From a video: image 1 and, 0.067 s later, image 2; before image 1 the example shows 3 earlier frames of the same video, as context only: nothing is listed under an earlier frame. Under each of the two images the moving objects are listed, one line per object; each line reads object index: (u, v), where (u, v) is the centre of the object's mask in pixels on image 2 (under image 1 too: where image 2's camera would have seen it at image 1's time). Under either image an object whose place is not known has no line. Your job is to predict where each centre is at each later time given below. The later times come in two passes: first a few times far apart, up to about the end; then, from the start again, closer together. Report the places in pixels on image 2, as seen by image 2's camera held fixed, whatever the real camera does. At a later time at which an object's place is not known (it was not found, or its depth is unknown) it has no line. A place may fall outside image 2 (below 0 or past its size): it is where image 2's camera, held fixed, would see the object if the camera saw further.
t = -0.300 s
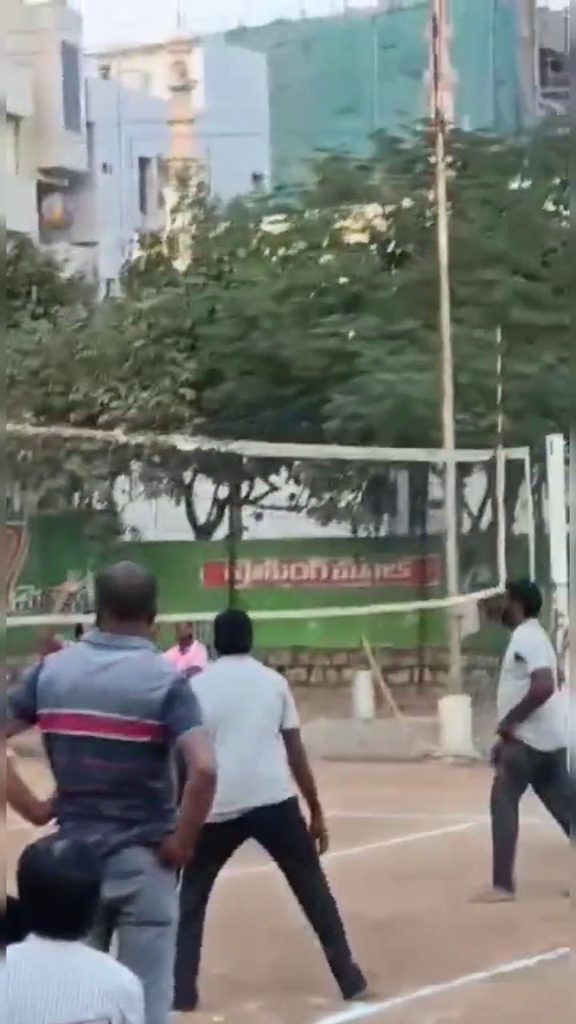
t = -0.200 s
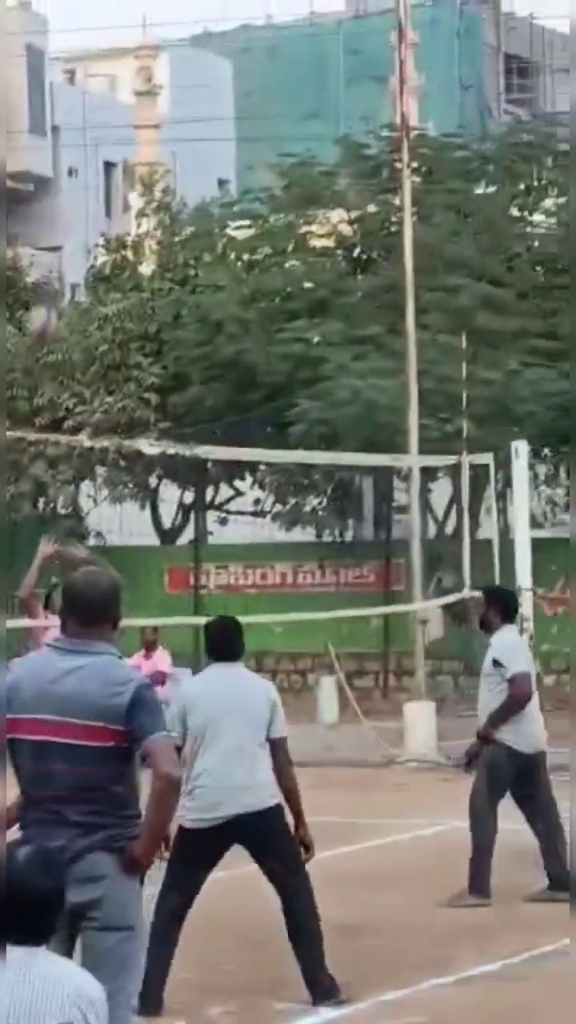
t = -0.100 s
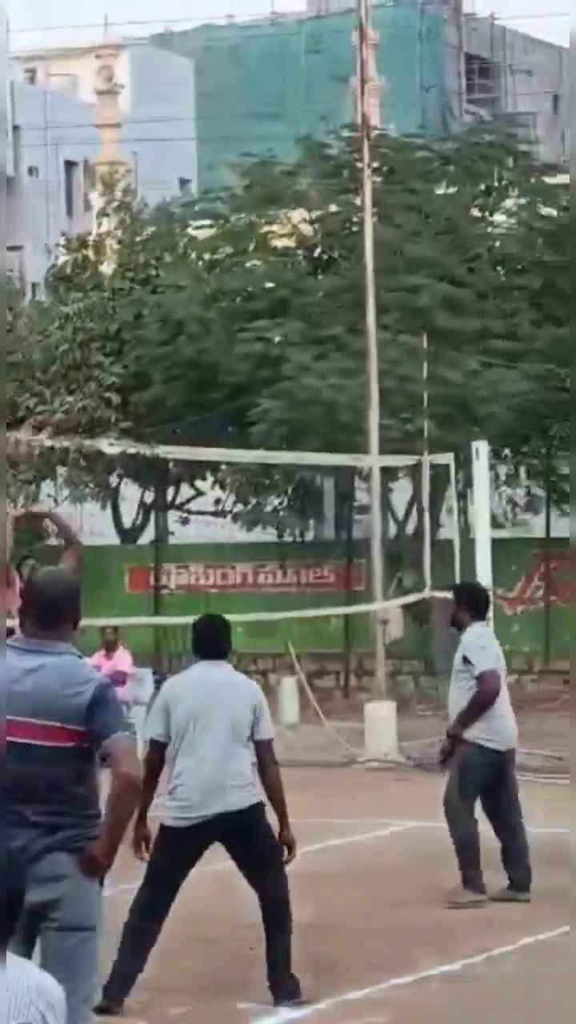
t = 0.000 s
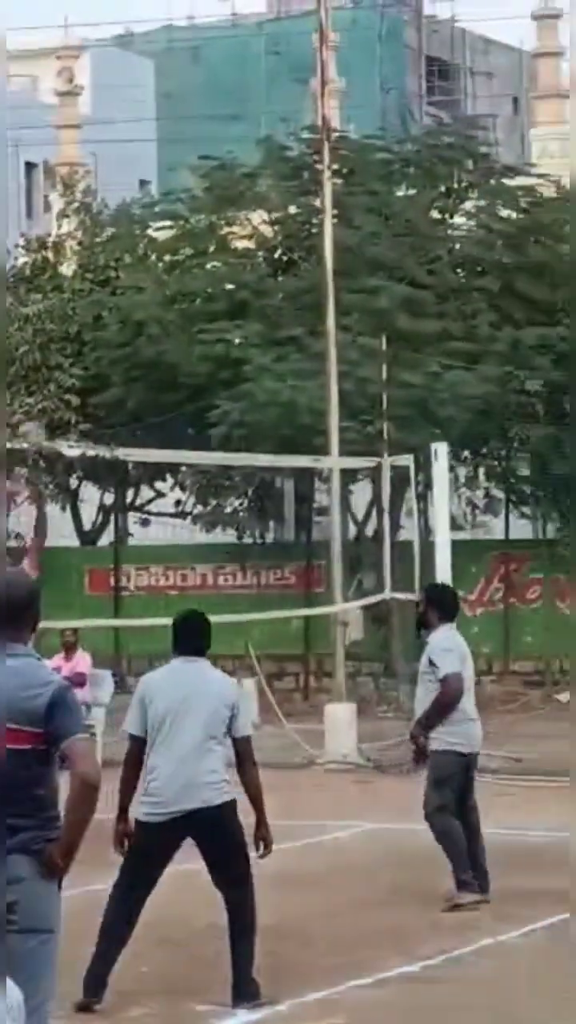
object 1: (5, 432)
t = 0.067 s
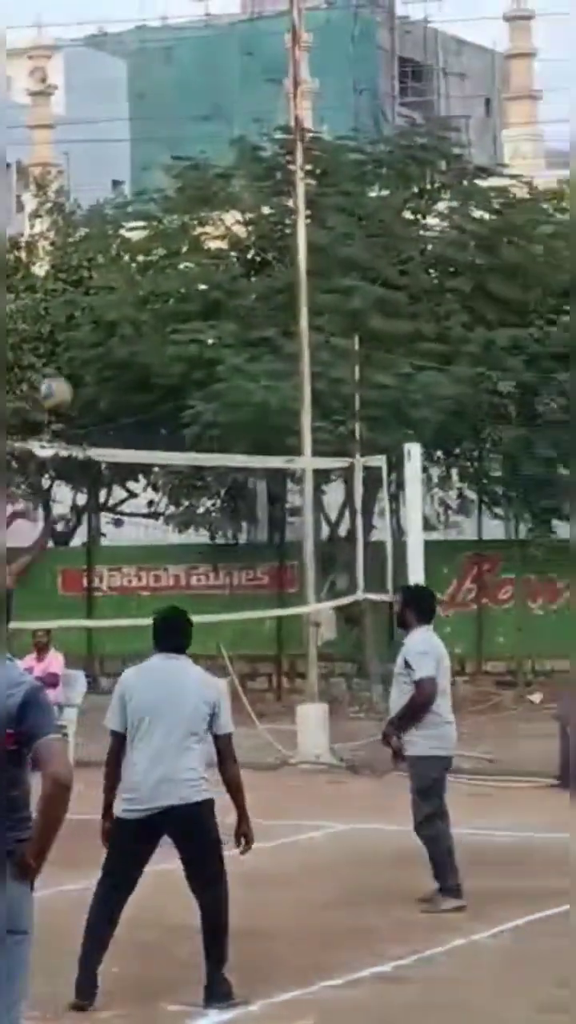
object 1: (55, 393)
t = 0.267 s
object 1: (213, 300)
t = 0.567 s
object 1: (460, 289)
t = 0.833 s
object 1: (689, 409)
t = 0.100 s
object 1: (80, 373)
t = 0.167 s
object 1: (133, 340)
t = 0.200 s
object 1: (160, 324)
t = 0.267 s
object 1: (213, 300)
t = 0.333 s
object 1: (266, 285)
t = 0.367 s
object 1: (294, 280)
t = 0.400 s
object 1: (321, 276)
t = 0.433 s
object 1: (349, 275)
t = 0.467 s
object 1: (376, 276)
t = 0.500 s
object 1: (403, 278)
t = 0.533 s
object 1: (432, 282)
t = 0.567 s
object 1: (460, 289)
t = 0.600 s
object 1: (488, 296)
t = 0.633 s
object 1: (516, 307)
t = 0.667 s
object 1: (545, 319)
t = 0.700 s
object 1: (573, 332)
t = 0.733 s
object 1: (601, 349)
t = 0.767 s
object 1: (630, 369)
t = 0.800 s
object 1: (657, 385)
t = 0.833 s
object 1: (689, 409)
